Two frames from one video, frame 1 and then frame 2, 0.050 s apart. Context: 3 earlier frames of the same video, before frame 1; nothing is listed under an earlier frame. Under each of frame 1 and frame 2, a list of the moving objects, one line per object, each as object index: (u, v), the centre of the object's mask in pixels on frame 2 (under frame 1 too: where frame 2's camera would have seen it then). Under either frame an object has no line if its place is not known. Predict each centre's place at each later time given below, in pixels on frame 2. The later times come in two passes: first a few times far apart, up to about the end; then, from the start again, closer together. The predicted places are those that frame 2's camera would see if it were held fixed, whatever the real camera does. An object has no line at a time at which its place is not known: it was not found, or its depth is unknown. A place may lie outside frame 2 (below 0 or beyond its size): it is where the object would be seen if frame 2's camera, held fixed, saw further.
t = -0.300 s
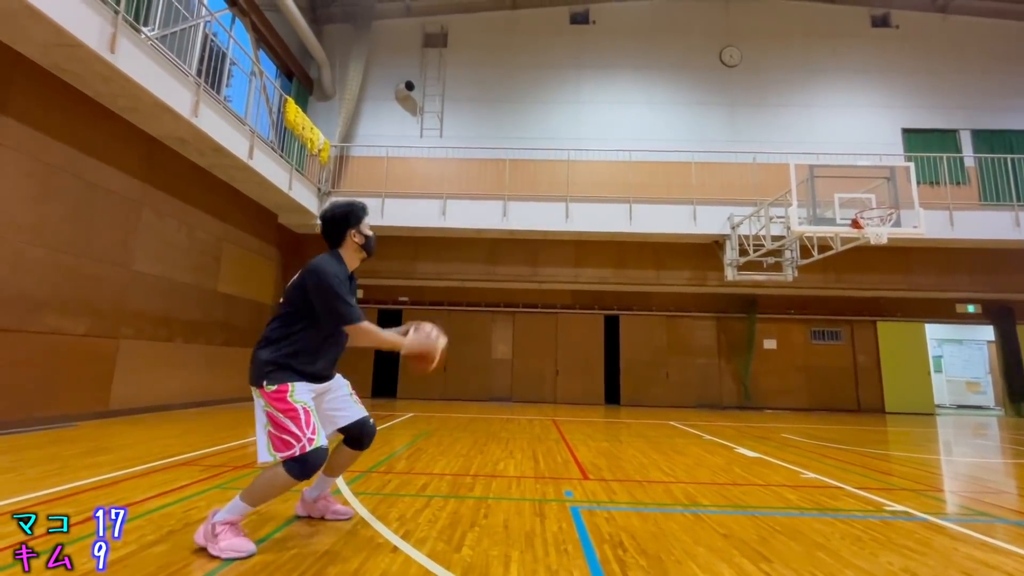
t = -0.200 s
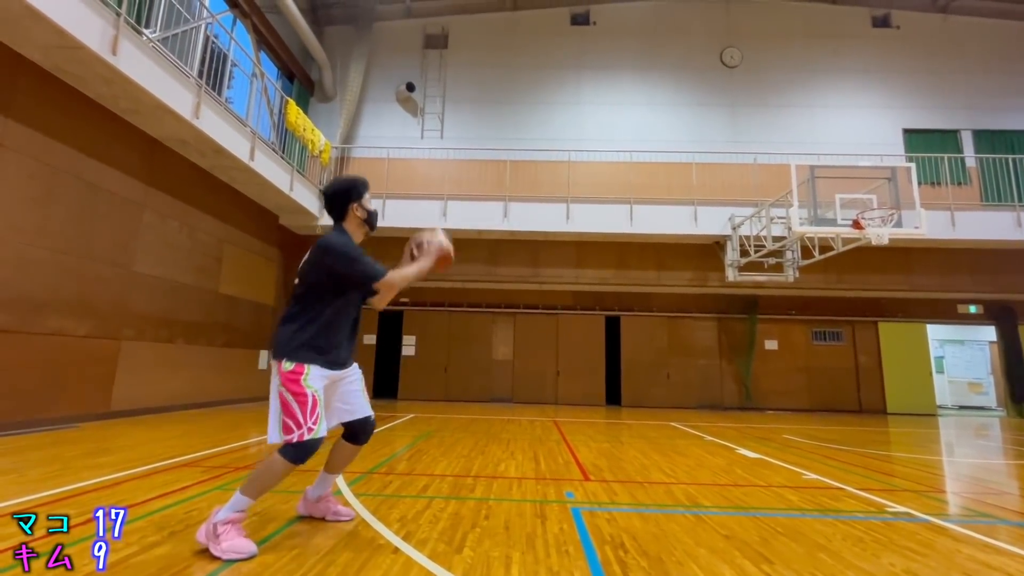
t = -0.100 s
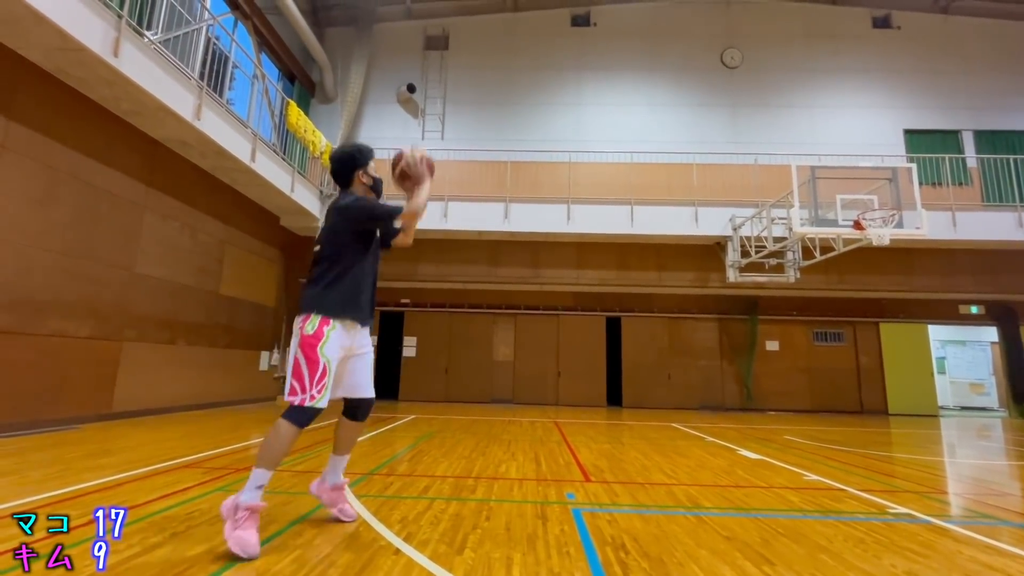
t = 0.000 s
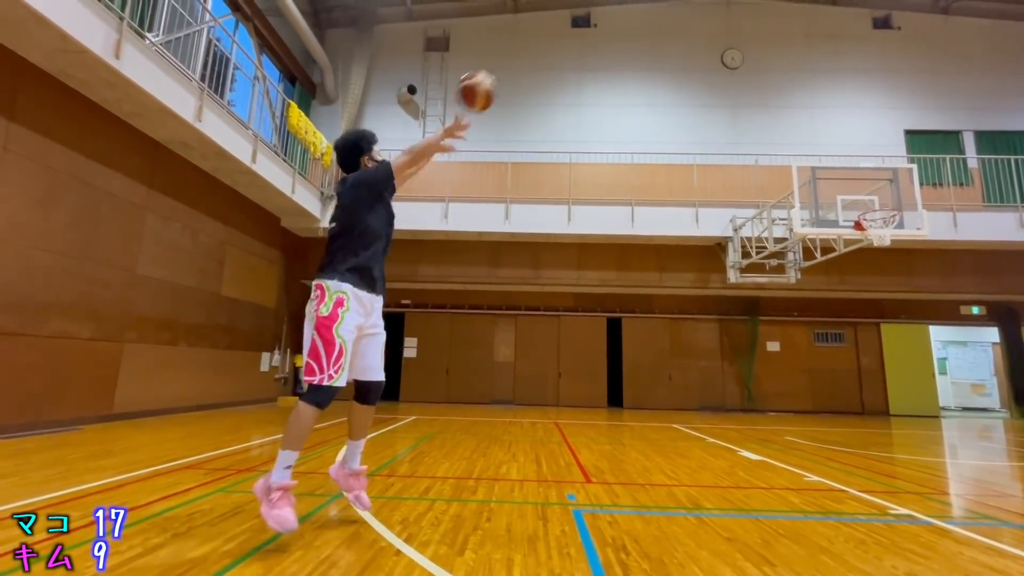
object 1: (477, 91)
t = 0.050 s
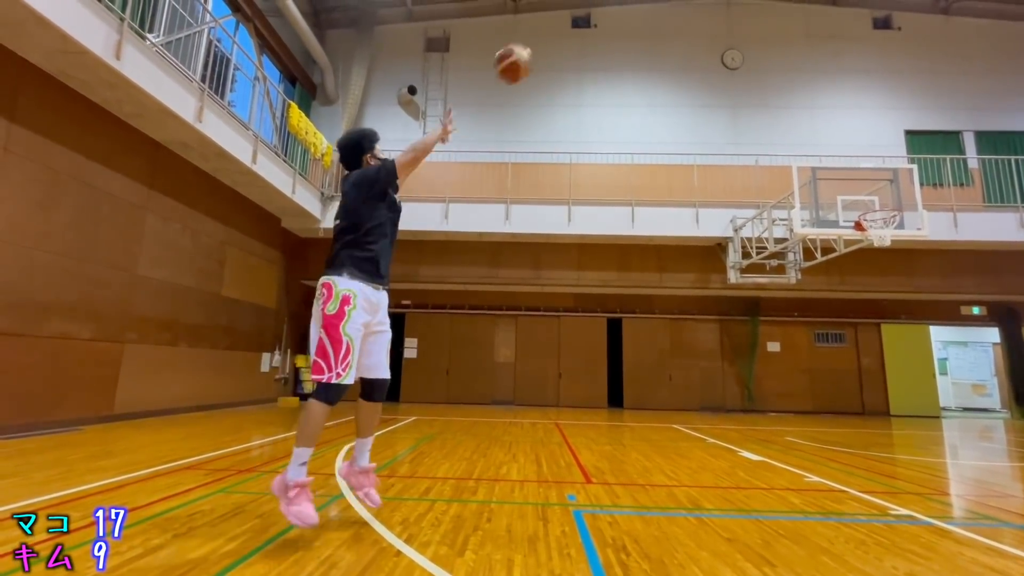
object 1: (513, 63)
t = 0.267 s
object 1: (631, 7)
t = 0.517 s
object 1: (719, 5)
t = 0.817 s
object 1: (795, 60)
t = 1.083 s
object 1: (850, 151)
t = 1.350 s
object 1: (889, 228)
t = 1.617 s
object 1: (894, 258)
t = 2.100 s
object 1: (916, 428)
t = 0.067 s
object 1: (524, 54)
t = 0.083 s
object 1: (536, 47)
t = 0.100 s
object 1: (546, 41)
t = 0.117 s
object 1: (556, 35)
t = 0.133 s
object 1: (566, 30)
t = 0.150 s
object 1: (575, 25)
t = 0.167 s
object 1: (584, 20)
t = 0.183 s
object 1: (592, 15)
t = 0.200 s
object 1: (599, 12)
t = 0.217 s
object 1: (608, 11)
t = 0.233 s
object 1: (616, 9)
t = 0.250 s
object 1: (623, 8)
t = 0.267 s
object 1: (631, 7)
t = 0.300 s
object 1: (643, 5)
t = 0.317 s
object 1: (651, 4)
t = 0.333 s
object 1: (657, 3)
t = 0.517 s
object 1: (719, 5)
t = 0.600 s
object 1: (742, 13)
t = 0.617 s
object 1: (747, 16)
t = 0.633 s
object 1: (751, 19)
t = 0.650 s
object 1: (755, 21)
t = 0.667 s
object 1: (759, 25)
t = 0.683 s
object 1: (764, 28)
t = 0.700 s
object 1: (768, 32)
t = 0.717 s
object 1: (772, 35)
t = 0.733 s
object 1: (776, 39)
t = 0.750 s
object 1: (780, 43)
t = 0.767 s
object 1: (784, 47)
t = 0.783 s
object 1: (788, 51)
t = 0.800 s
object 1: (791, 56)
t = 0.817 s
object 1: (795, 60)
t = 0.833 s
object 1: (799, 65)
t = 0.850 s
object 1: (802, 70)
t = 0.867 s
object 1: (806, 75)
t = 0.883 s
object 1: (810, 80)
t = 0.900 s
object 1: (813, 85)
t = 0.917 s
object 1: (817, 90)
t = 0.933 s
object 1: (821, 97)
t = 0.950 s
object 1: (823, 102)
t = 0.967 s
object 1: (827, 107)
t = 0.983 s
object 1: (830, 114)
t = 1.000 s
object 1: (833, 119)
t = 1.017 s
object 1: (837, 126)
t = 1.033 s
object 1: (841, 132)
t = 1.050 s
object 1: (844, 138)
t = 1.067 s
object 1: (847, 145)
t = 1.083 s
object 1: (850, 151)
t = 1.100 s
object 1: (853, 157)
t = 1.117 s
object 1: (855, 164)
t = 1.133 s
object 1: (859, 171)
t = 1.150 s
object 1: (863, 178)
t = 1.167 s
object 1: (866, 184)
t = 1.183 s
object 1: (869, 192)
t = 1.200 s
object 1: (872, 200)
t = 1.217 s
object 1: (875, 205)
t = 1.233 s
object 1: (878, 214)
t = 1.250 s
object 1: (880, 218)
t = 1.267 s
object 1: (883, 224)
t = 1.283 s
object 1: (888, 227)
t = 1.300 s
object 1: (889, 230)
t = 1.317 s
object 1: (889, 229)
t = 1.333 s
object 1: (888, 229)
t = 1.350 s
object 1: (889, 228)
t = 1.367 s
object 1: (889, 230)
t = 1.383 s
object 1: (889, 231)
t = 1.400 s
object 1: (889, 231)
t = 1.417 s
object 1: (889, 231)
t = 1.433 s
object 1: (889, 233)
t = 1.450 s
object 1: (889, 234)
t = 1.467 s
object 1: (889, 236)
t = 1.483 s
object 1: (890, 238)
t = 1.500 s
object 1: (890, 240)
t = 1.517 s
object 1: (892, 244)
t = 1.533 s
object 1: (893, 246)
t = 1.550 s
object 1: (892, 246)
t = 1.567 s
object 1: (892, 249)
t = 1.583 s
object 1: (894, 253)
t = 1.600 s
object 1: (894, 255)
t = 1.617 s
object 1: (894, 258)
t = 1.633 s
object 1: (895, 262)
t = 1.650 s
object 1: (896, 265)
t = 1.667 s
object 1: (896, 268)
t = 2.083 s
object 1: (918, 436)
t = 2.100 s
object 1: (916, 428)
